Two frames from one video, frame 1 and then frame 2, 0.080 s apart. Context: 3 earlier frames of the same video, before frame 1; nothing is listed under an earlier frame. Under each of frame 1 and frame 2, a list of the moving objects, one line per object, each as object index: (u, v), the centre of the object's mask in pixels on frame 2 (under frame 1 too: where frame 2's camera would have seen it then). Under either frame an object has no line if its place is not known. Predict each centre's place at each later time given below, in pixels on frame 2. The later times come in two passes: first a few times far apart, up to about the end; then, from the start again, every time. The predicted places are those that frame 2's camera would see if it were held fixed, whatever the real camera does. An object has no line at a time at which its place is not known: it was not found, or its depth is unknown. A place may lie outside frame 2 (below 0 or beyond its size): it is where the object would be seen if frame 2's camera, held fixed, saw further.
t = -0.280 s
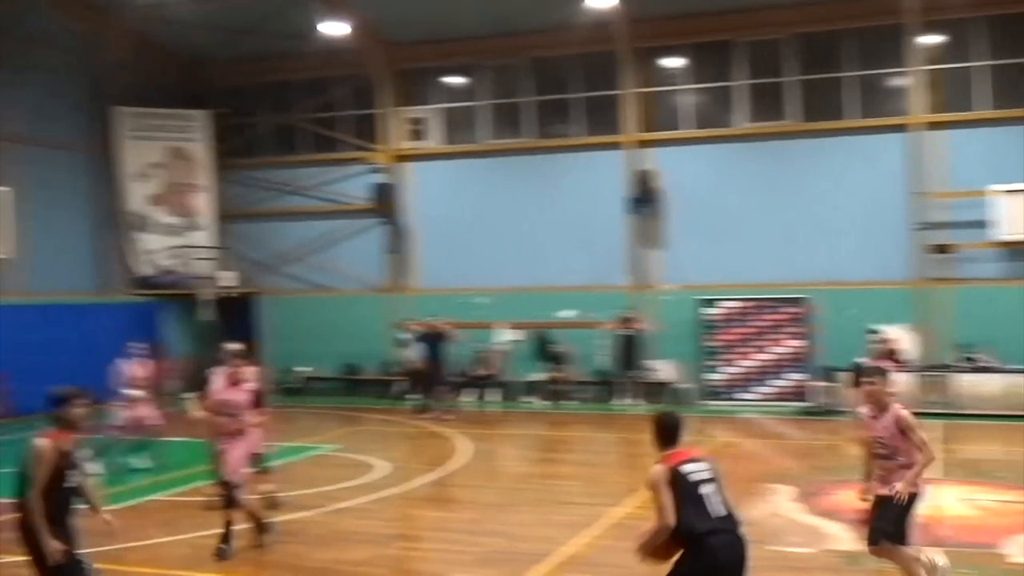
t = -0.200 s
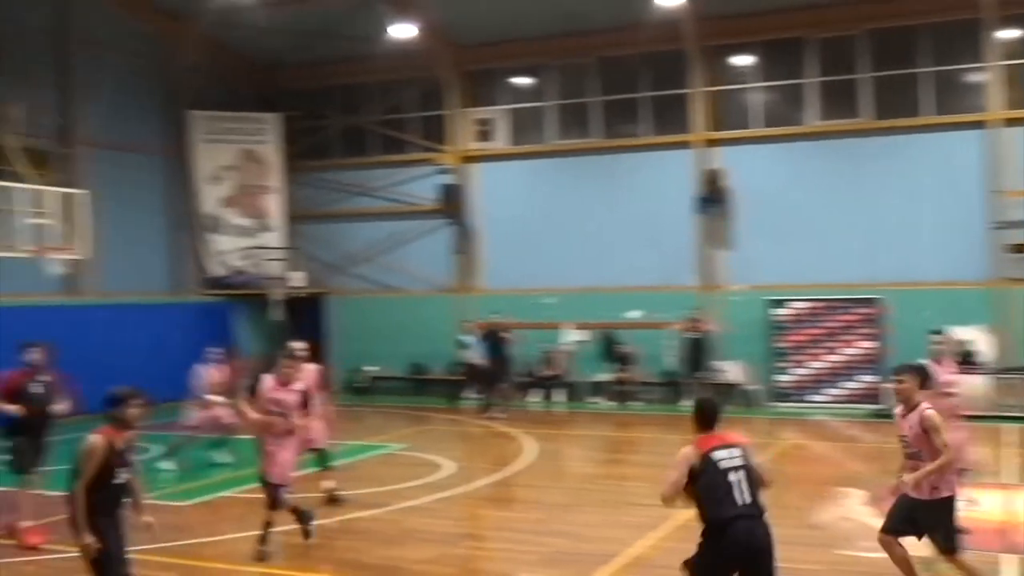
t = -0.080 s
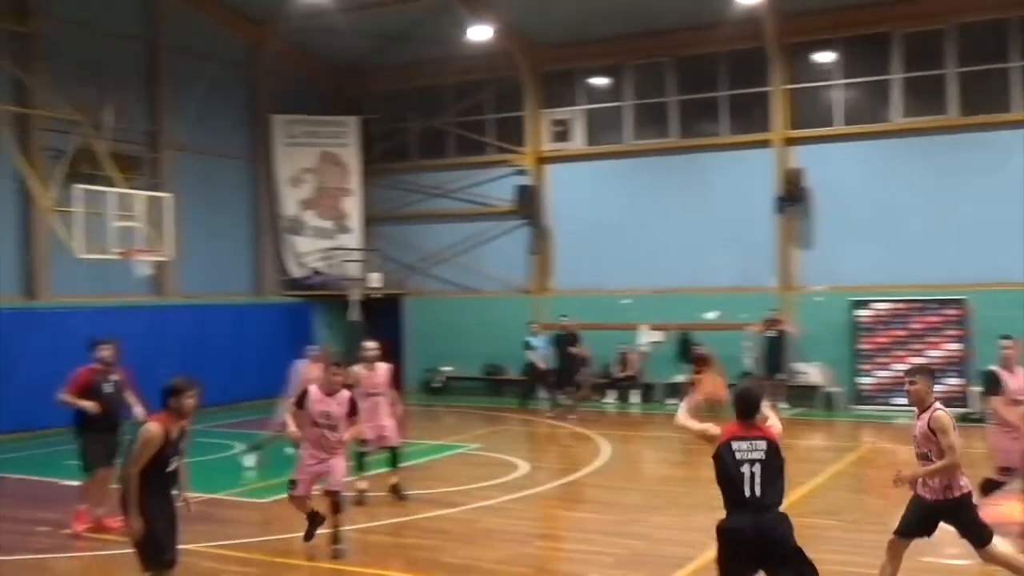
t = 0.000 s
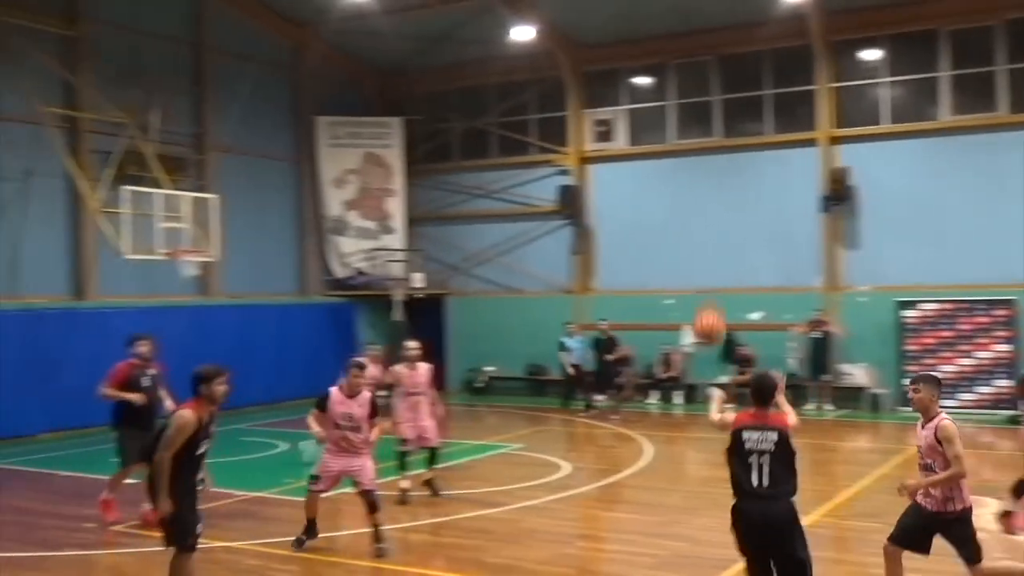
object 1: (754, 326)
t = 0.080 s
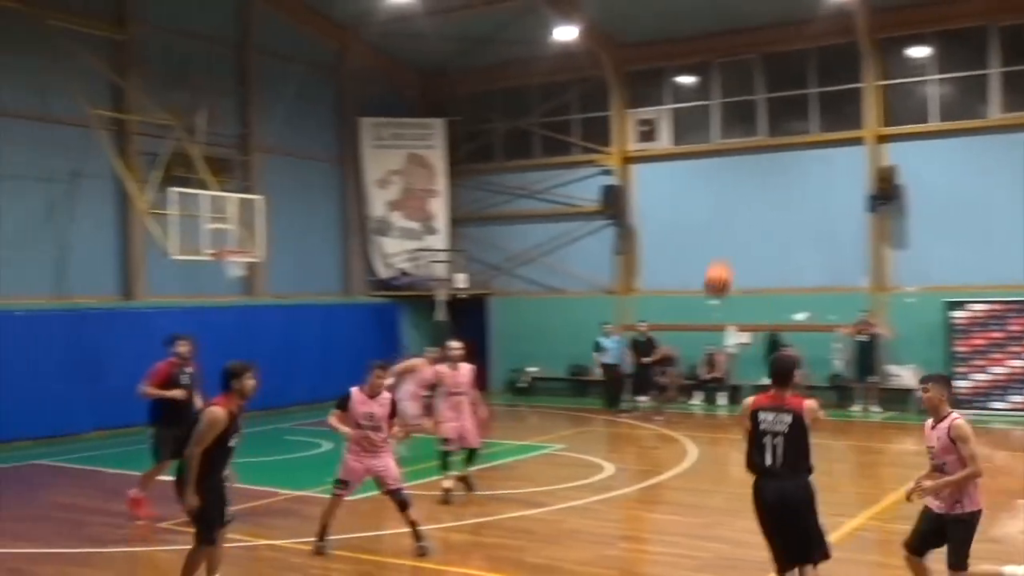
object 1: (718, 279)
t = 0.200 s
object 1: (676, 235)
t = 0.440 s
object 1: (623, 208)
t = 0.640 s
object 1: (597, 219)
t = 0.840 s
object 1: (578, 251)
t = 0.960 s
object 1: (569, 277)
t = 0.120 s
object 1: (703, 261)
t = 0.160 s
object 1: (689, 247)
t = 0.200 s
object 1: (676, 235)
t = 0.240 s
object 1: (666, 227)
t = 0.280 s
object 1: (656, 219)
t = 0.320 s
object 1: (646, 214)
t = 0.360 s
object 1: (638, 211)
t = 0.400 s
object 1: (631, 209)
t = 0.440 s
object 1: (623, 208)
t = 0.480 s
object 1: (618, 208)
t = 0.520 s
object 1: (612, 210)
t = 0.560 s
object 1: (607, 212)
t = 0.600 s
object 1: (601, 215)
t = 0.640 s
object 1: (597, 219)
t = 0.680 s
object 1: (592, 224)
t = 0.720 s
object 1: (588, 230)
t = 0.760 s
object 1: (585, 237)
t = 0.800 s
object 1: (581, 244)
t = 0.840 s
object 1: (578, 251)
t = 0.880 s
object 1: (574, 260)
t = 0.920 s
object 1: (571, 268)
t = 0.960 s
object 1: (569, 277)
